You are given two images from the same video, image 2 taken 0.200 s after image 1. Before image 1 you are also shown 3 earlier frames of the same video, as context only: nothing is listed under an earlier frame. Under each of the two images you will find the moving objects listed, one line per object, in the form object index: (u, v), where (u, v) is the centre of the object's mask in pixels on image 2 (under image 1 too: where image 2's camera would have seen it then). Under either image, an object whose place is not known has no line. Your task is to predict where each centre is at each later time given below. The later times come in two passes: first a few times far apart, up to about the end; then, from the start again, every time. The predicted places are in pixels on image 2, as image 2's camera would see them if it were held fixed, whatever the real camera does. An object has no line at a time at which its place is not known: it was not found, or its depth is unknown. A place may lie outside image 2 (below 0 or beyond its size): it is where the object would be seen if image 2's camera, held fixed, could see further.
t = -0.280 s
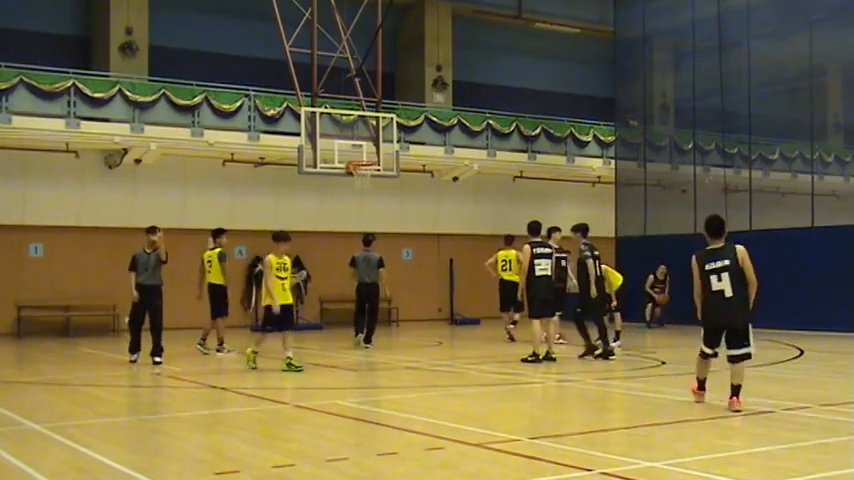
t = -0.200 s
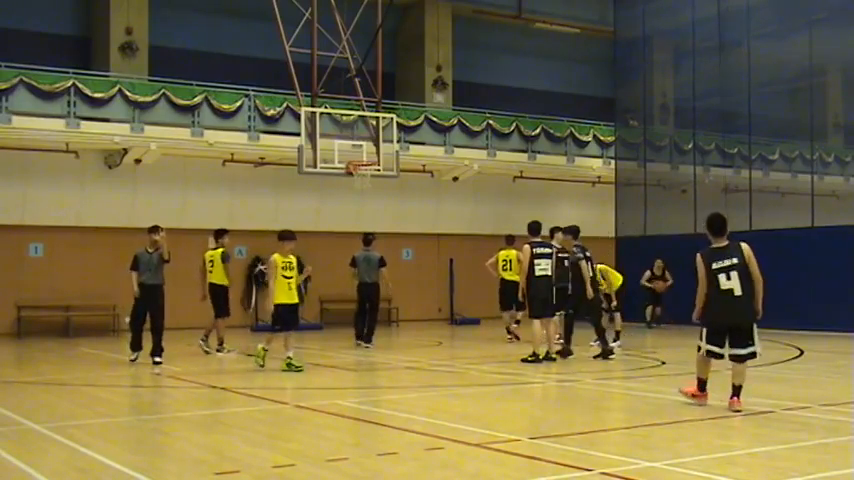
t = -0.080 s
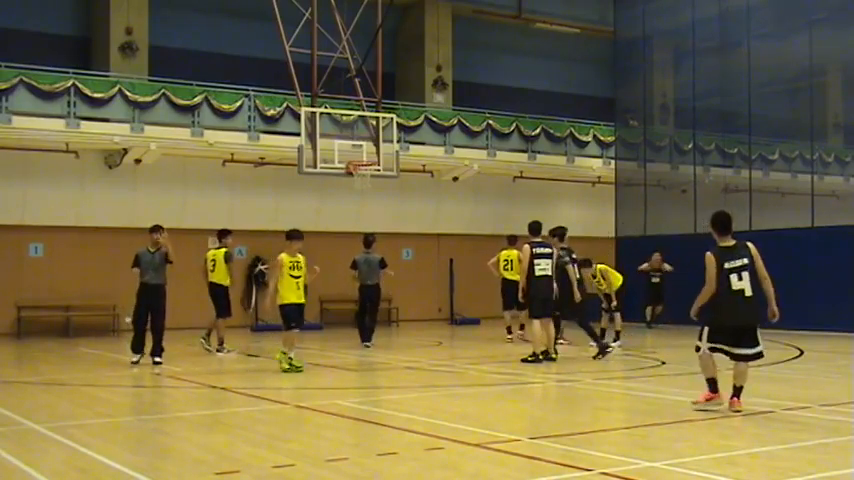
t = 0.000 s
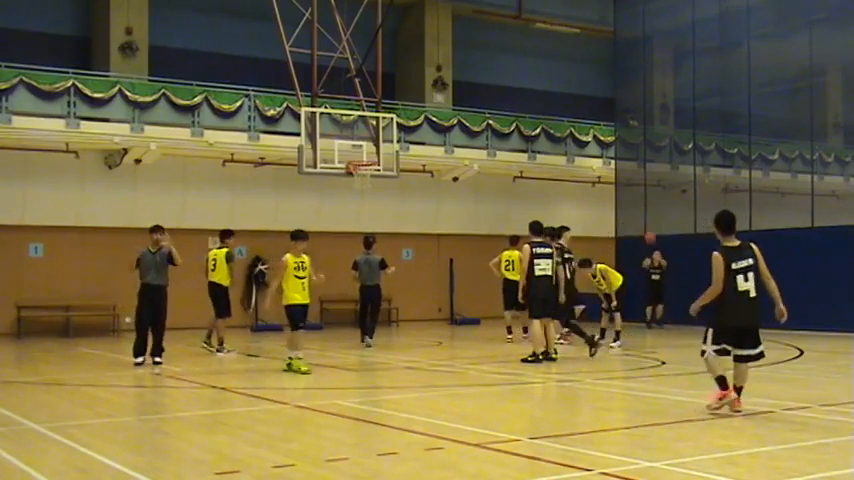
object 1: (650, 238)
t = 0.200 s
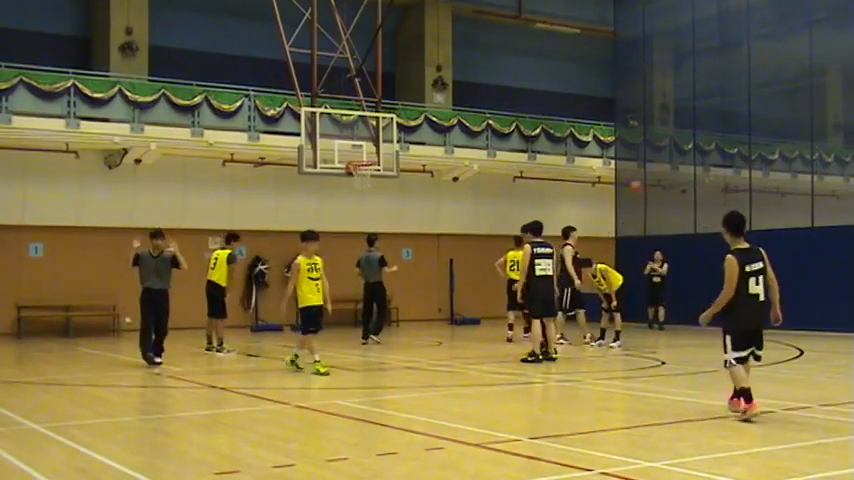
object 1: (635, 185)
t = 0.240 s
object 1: (633, 178)
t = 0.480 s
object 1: (611, 142)
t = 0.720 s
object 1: (586, 134)
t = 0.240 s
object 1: (633, 178)
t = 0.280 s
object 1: (631, 170)
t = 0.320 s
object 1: (626, 164)
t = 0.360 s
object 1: (622, 157)
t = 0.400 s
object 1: (620, 152)
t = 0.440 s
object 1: (615, 146)
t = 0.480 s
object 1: (611, 142)
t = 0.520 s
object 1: (608, 139)
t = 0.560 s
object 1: (605, 137)
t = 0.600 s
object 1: (600, 134)
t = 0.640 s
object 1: (595, 133)
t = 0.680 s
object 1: (591, 133)
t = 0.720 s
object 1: (586, 134)
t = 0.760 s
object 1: (582, 136)
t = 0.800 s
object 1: (578, 138)
